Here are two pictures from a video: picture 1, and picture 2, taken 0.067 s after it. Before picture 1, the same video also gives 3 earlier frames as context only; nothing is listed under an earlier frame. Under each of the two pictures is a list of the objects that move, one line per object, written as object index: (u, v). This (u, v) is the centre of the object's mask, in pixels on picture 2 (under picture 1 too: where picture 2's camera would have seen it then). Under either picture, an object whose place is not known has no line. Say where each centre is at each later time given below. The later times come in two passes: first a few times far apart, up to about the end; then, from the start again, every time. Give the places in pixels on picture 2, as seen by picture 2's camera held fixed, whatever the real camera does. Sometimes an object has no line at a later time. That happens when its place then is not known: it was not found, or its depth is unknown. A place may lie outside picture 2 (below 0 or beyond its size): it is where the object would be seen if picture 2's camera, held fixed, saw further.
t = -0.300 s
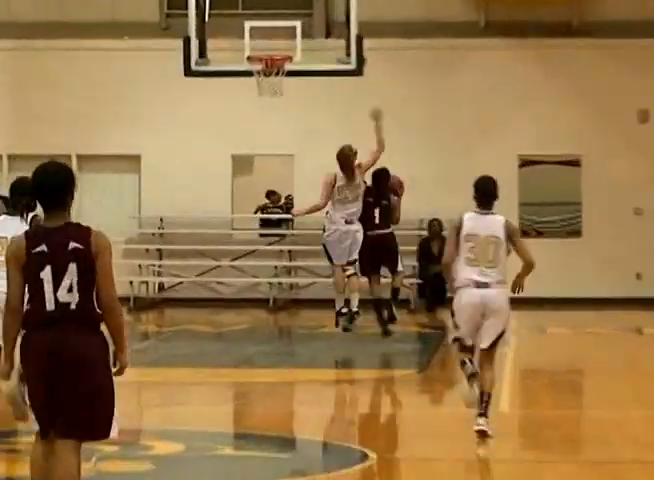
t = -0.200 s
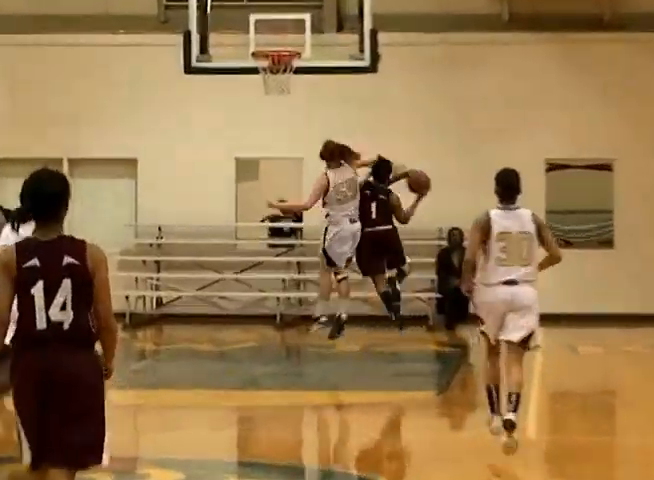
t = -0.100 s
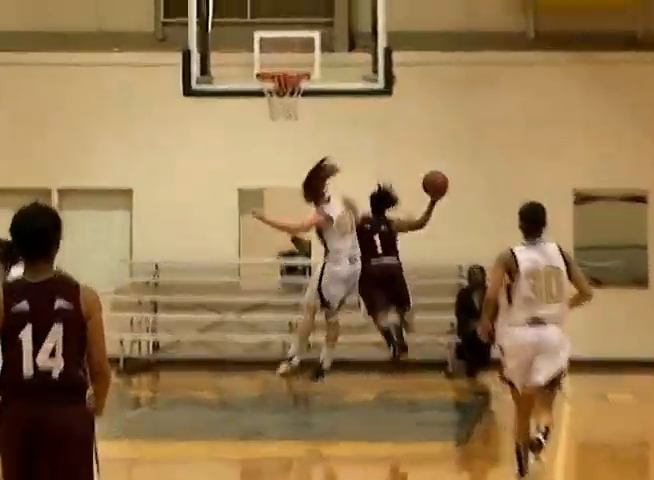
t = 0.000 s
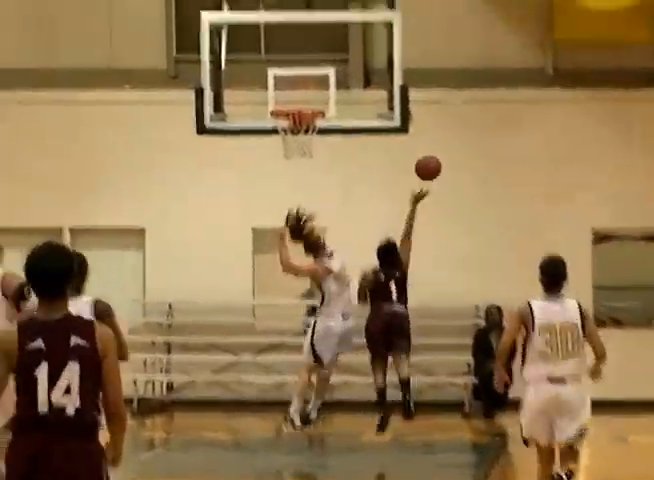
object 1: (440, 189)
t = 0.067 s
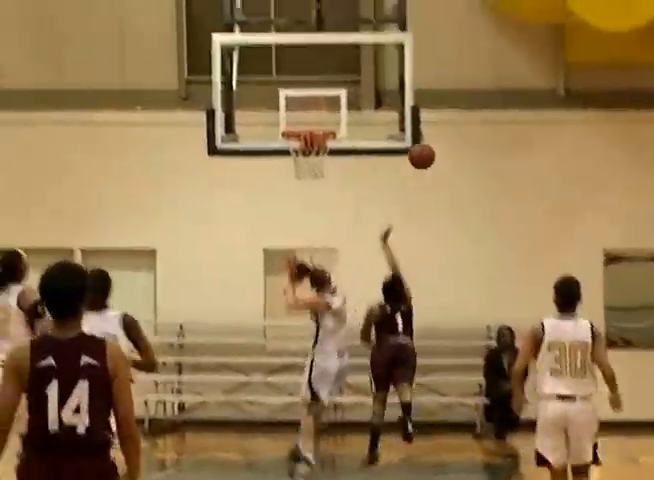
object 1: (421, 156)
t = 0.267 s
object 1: (370, 92)
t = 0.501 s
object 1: (330, 97)
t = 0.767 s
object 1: (303, 113)
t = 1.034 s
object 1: (297, 125)
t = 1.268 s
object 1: (312, 173)
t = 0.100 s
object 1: (413, 142)
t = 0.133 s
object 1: (404, 130)
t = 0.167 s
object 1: (394, 118)
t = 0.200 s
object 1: (386, 107)
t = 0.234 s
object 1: (378, 98)
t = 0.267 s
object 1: (370, 92)
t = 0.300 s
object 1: (362, 85)
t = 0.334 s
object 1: (355, 83)
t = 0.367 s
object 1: (350, 83)
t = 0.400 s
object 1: (345, 85)
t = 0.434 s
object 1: (341, 88)
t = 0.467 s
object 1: (336, 91)
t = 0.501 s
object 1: (330, 97)
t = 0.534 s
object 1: (324, 103)
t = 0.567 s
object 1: (320, 110)
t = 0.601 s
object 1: (314, 118)
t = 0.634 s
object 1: (312, 117)
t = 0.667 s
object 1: (310, 115)
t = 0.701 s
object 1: (307, 113)
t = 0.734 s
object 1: (305, 112)
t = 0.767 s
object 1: (303, 113)
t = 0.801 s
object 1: (300, 113)
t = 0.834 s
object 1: (298, 116)
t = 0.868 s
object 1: (294, 119)
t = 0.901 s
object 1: (294, 121)
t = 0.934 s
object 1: (294, 121)
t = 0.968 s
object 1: (295, 121)
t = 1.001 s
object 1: (296, 123)
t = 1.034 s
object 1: (297, 125)
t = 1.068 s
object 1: (296, 131)
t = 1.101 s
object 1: (296, 136)
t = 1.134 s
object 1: (299, 144)
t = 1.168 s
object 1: (301, 148)
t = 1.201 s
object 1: (308, 156)
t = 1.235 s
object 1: (308, 152)
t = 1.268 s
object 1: (312, 173)
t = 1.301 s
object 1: (310, 176)
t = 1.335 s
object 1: (311, 178)
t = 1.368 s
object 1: (312, 179)
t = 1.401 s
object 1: (315, 184)
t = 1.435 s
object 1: (318, 189)
